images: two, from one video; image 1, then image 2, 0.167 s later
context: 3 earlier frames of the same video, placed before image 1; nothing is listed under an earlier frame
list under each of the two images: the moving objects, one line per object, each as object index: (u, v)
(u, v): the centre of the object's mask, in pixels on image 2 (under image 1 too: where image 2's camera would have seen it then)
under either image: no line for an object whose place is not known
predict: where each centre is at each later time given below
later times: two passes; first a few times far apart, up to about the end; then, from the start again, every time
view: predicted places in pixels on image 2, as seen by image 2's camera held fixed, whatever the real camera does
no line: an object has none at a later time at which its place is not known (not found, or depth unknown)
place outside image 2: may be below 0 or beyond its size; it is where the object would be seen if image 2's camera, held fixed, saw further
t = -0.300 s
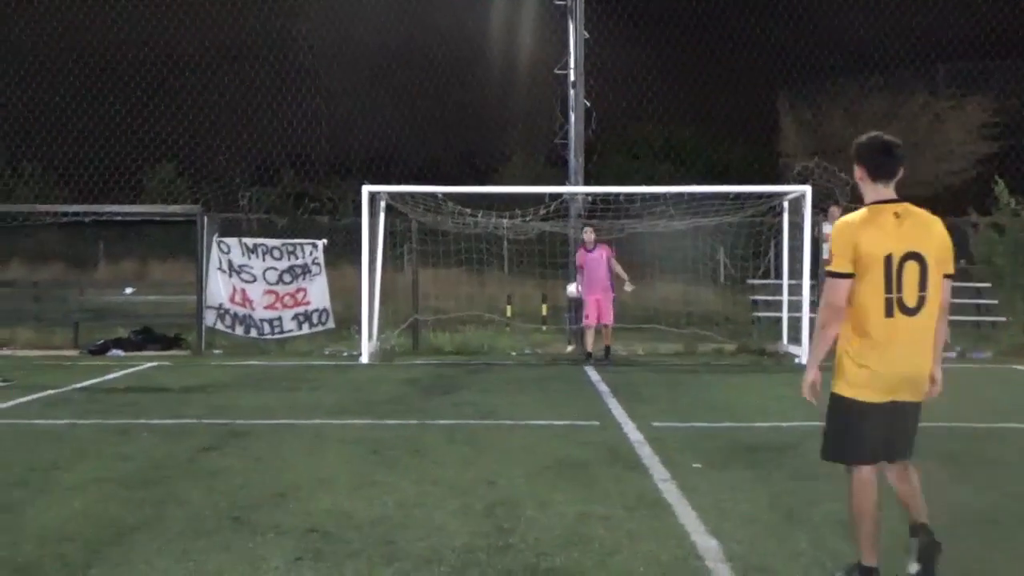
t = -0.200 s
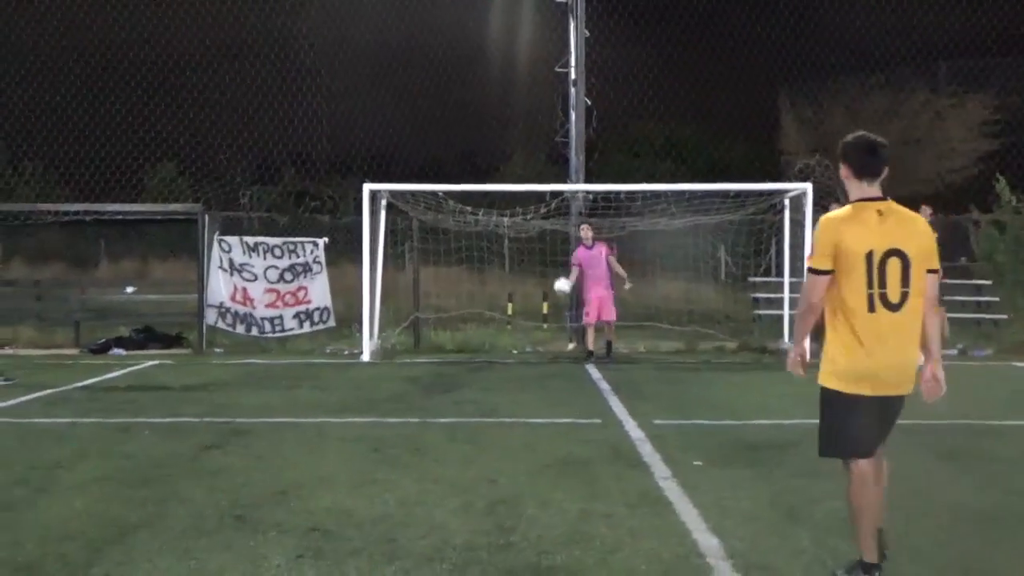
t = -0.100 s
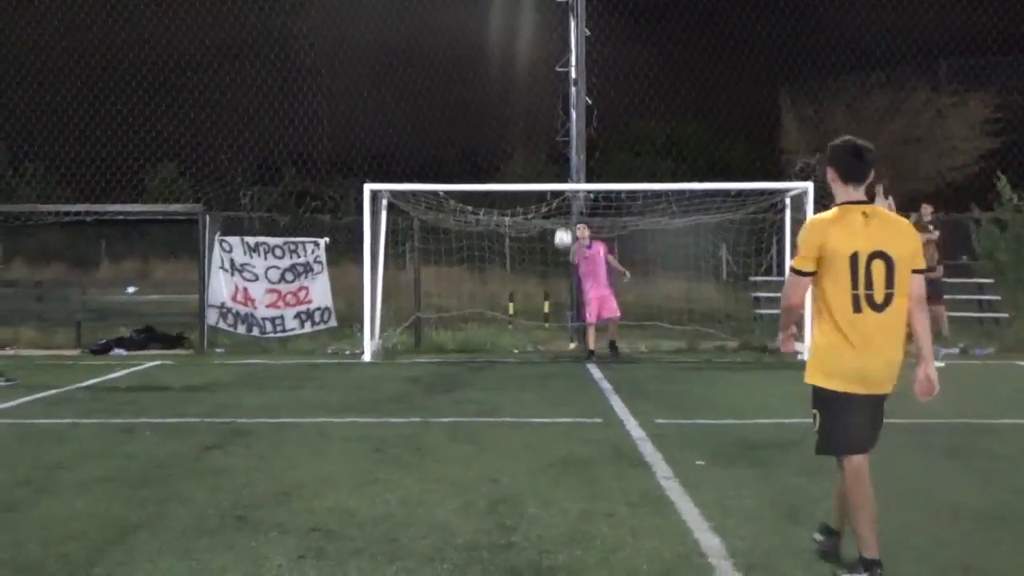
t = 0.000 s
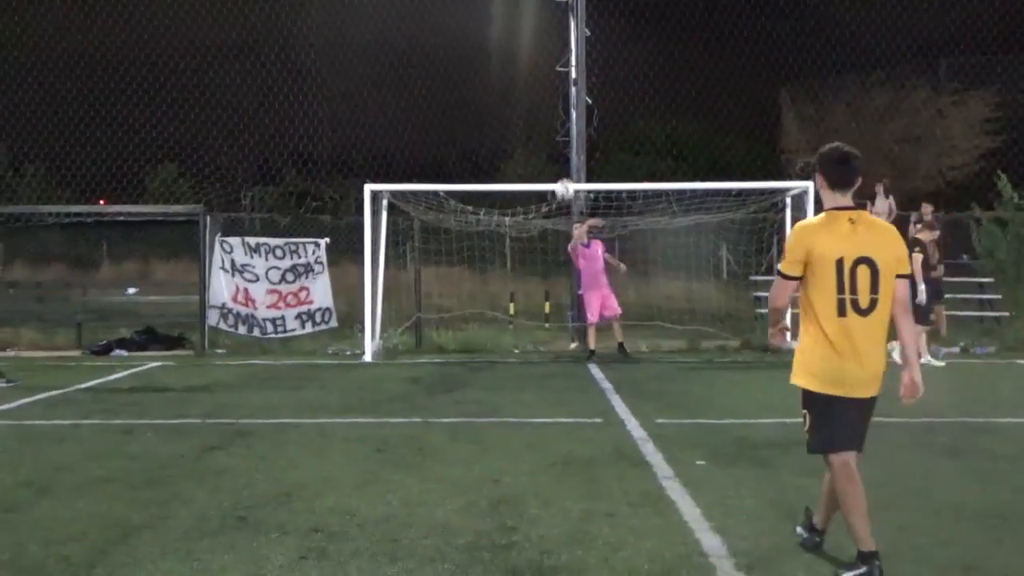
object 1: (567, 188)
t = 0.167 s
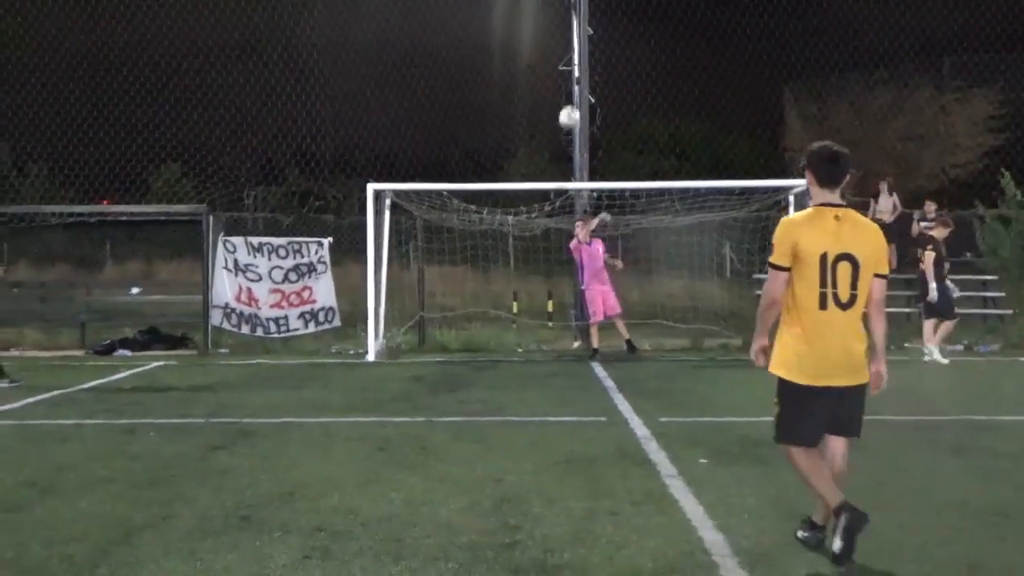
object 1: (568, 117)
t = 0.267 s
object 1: (570, 81)
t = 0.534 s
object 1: (573, 24)
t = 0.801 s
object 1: (576, 53)
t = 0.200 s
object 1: (569, 105)
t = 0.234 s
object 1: (570, 93)
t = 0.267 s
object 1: (570, 81)
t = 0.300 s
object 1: (570, 71)
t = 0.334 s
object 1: (571, 62)
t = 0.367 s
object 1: (571, 53)
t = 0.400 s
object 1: (572, 45)
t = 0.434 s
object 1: (572, 38)
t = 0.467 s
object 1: (573, 33)
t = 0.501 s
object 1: (573, 28)
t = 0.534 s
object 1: (573, 24)
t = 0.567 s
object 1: (574, 23)
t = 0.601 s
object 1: (574, 23)
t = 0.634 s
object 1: (575, 24)
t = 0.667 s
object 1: (575, 26)
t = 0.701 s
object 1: (575, 29)
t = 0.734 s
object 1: (576, 34)
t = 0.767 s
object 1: (577, 42)
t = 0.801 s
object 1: (576, 53)
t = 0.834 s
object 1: (576, 66)
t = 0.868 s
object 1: (577, 83)
